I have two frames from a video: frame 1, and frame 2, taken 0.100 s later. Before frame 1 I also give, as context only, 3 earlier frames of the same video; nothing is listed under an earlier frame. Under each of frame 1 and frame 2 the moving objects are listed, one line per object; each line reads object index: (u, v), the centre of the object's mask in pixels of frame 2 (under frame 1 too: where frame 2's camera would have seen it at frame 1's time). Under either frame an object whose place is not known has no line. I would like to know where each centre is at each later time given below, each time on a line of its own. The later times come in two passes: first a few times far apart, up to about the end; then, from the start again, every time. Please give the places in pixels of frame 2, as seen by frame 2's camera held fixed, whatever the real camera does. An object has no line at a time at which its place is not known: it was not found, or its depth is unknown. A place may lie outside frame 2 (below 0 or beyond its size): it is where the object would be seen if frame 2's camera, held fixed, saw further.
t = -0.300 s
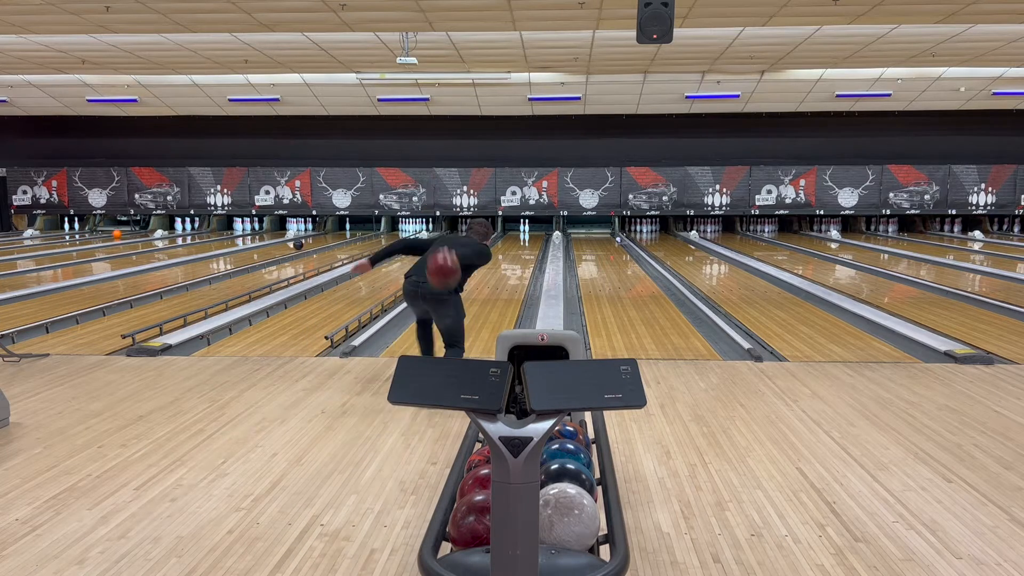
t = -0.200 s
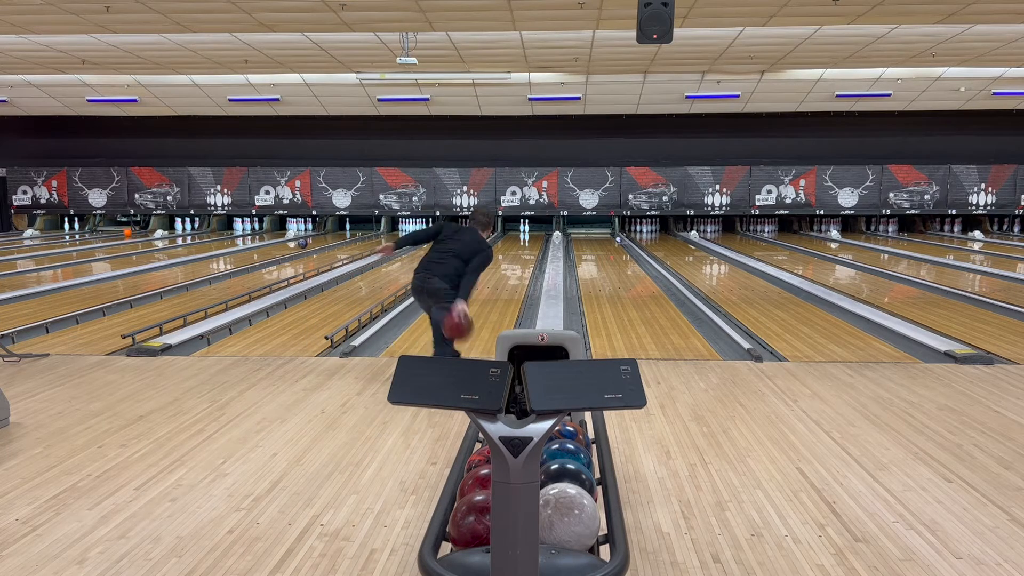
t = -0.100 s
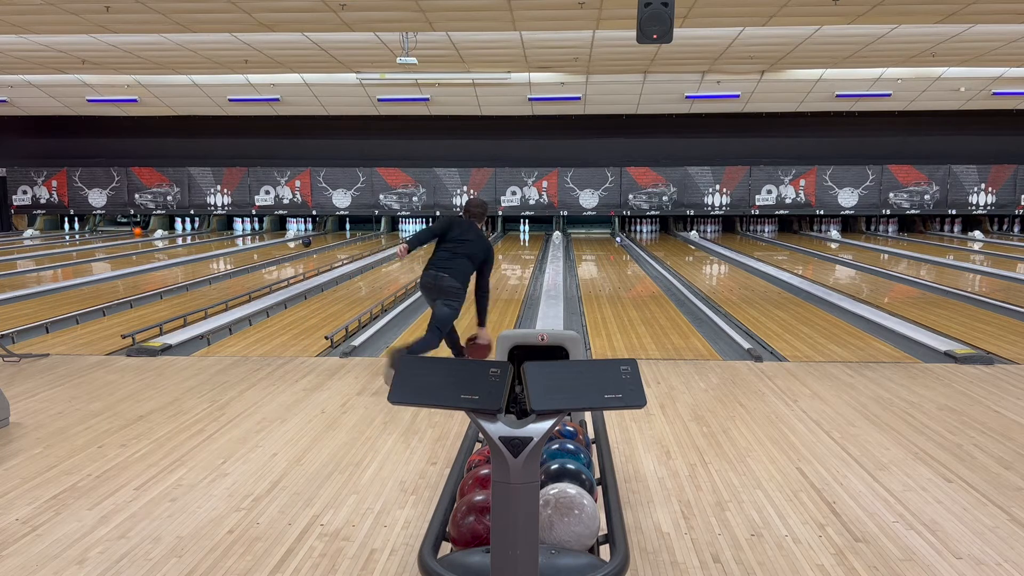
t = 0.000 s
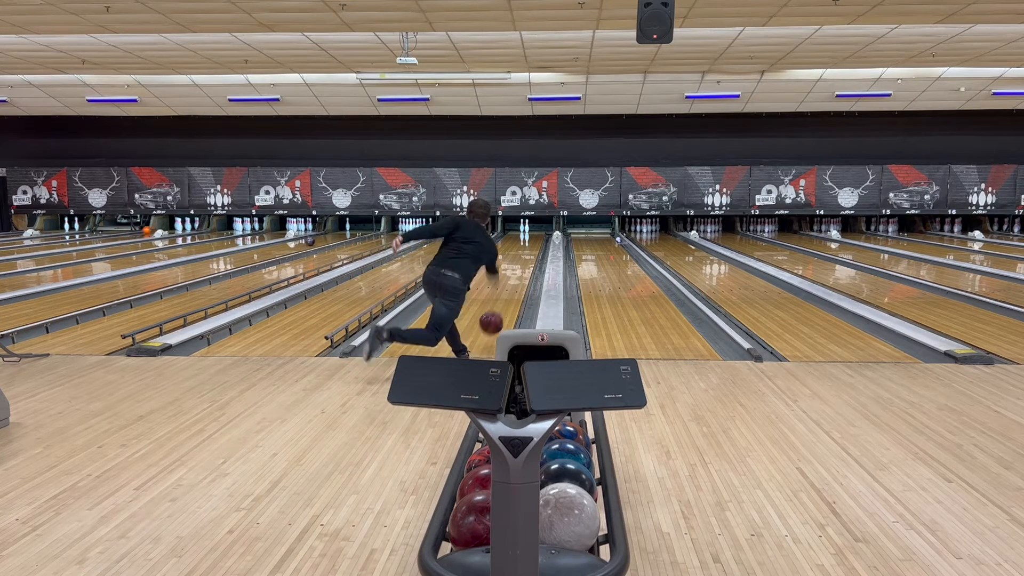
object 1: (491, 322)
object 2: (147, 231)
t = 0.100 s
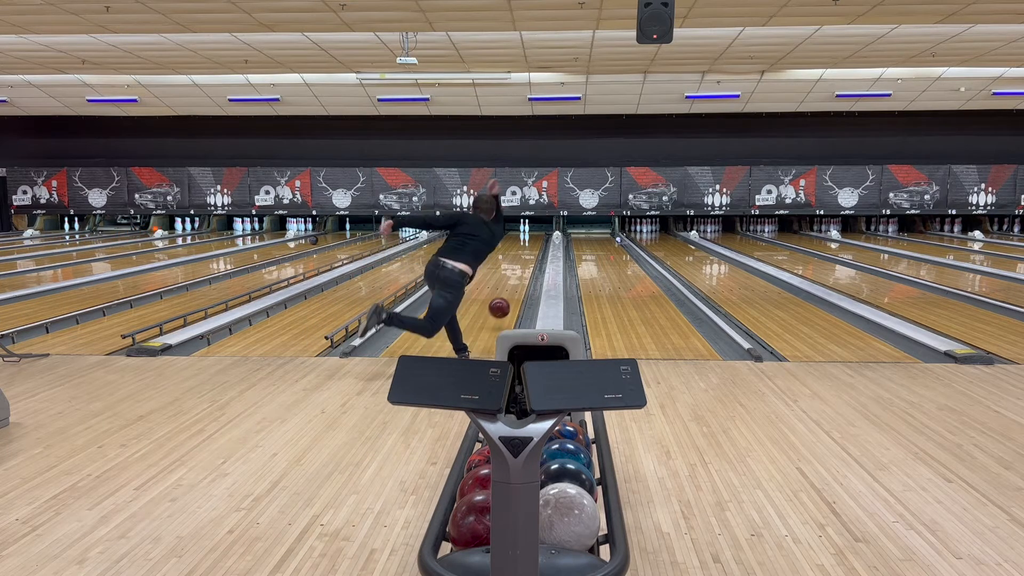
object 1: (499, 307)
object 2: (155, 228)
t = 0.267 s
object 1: (509, 294)
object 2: (169, 227)
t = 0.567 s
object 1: (520, 271)
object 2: (172, 228)
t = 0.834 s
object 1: (526, 257)
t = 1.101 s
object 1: (528, 247)
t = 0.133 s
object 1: (501, 305)
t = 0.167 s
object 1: (504, 304)
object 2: (162, 227)
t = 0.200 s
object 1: (506, 304)
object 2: (164, 227)
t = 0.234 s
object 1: (508, 299)
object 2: (166, 227)
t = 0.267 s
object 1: (509, 294)
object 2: (169, 227)
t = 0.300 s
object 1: (511, 291)
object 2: (171, 227)
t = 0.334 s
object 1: (512, 289)
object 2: (172, 227)
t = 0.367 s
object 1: (514, 286)
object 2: (173, 227)
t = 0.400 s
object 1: (515, 284)
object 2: (173, 227)
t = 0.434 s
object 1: (516, 281)
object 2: (173, 227)
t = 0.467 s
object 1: (517, 278)
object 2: (172, 226)
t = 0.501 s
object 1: (518, 276)
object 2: (172, 227)
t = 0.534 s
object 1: (519, 274)
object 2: (172, 228)
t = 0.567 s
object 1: (520, 271)
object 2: (172, 228)
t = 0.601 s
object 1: (521, 269)
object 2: (173, 229)
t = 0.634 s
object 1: (522, 267)
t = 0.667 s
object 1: (523, 265)
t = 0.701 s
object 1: (523, 263)
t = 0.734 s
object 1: (524, 262)
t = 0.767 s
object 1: (525, 260)
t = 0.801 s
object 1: (525, 258)
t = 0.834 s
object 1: (526, 257)
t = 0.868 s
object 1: (526, 256)
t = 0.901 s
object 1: (526, 254)
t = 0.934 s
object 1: (527, 253)
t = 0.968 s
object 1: (527, 252)
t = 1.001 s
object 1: (527, 250)
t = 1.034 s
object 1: (528, 249)
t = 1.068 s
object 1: (528, 248)
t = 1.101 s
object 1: (528, 247)
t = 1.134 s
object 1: (529, 246)
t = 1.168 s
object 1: (529, 245)
